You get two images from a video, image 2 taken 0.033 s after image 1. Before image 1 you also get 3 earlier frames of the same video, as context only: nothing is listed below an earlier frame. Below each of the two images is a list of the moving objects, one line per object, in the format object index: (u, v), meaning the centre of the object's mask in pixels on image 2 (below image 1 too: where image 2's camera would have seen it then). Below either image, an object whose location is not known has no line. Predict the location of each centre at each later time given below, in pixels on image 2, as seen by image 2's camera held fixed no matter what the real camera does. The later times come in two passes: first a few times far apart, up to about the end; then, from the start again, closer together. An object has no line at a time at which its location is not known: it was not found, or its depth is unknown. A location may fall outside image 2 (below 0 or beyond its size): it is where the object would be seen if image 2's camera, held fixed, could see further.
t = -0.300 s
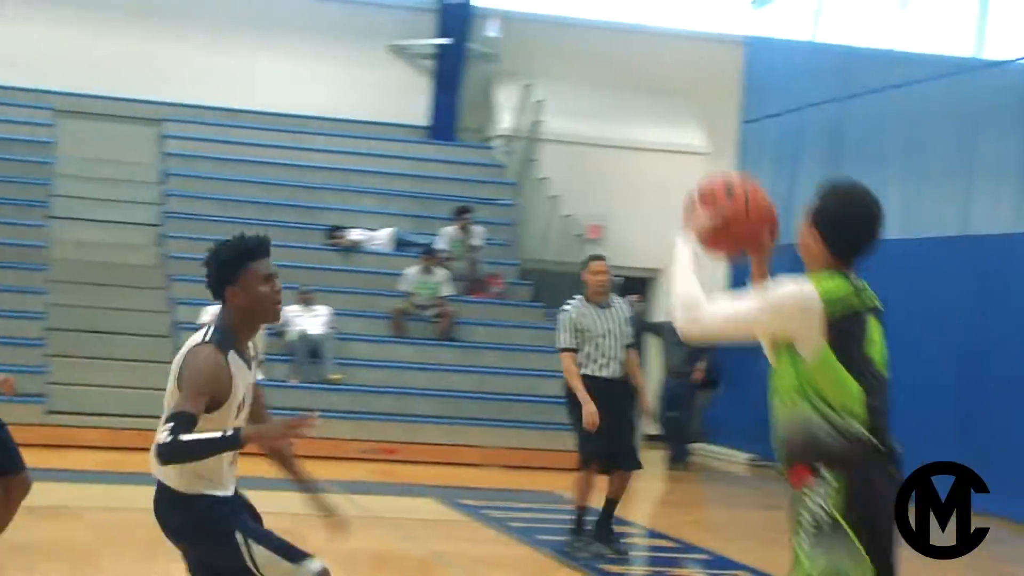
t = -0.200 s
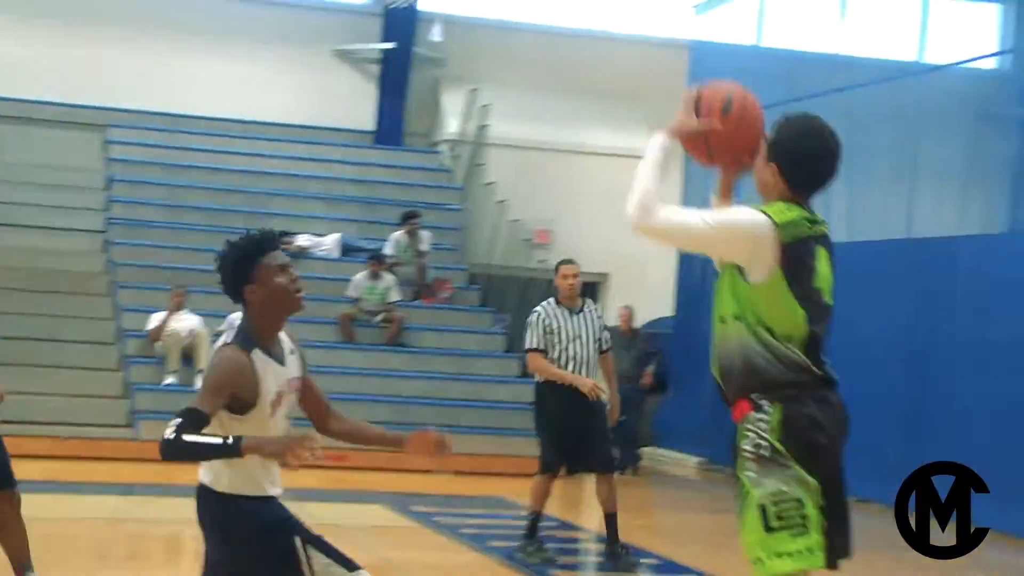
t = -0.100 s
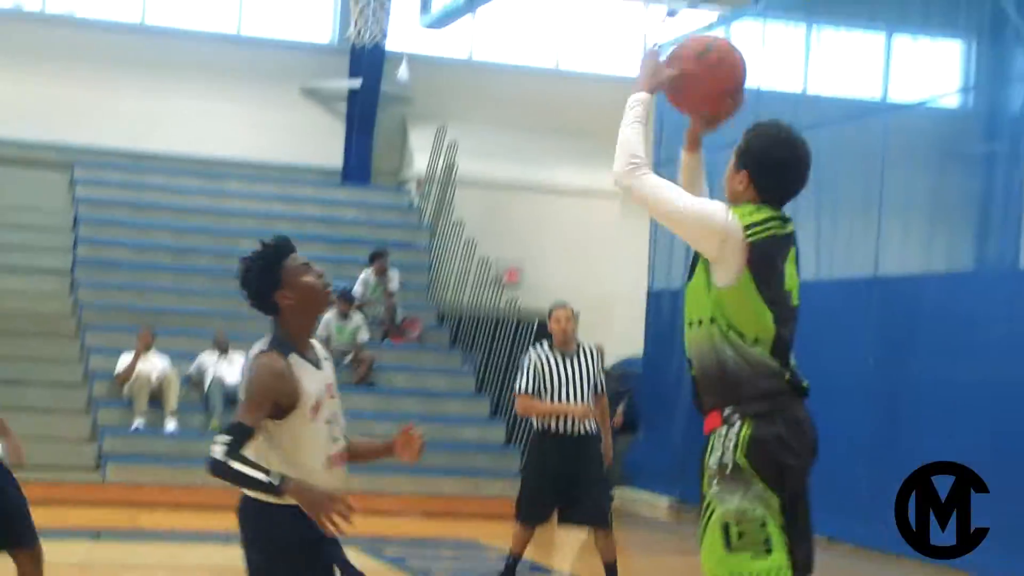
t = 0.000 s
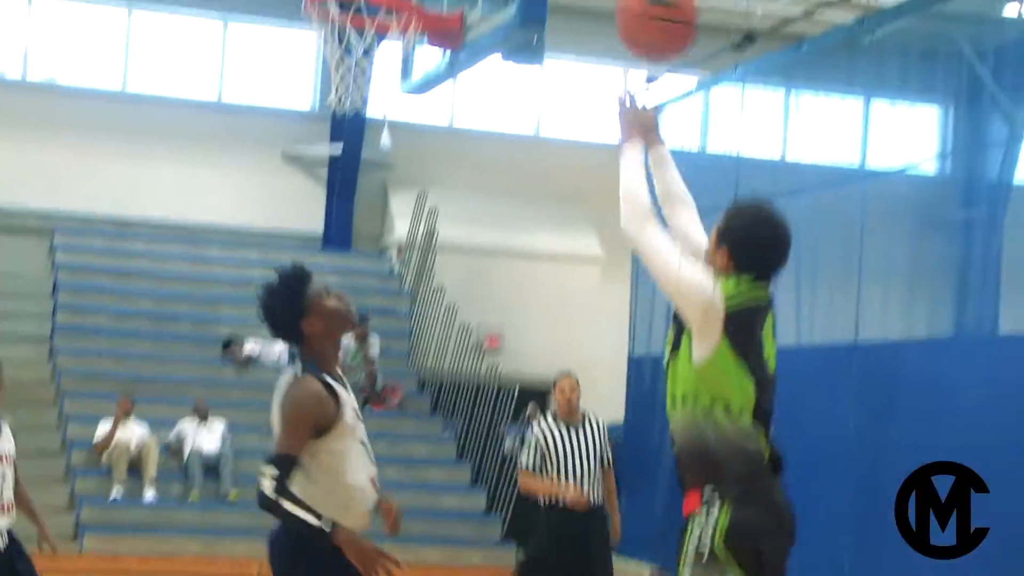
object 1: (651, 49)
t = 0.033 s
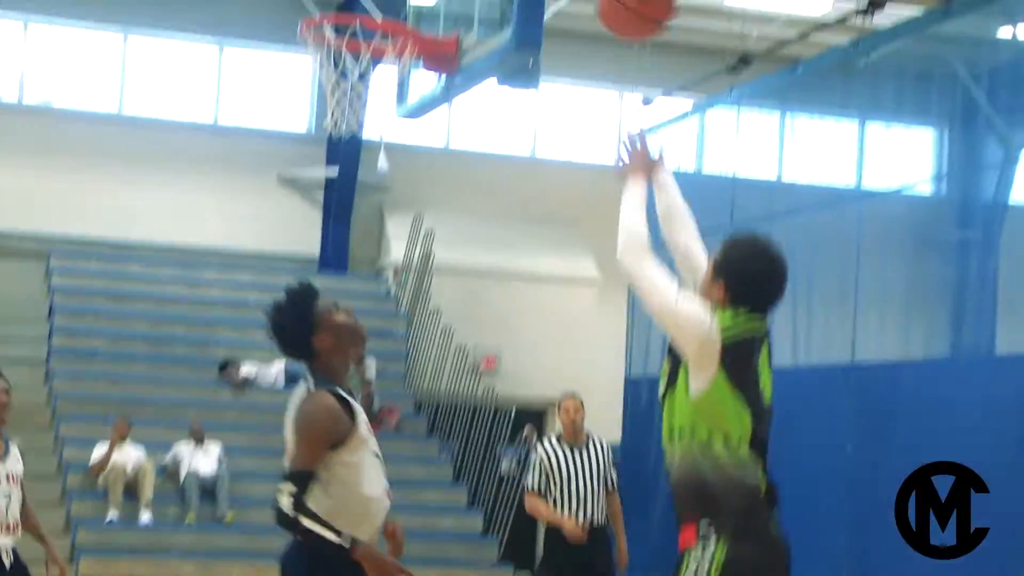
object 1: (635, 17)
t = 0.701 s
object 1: (365, -45)
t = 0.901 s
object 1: (395, 75)
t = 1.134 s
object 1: (366, 158)
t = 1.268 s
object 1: (340, 257)
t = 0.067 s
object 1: (619, -8)
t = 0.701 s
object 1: (365, -45)
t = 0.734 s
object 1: (353, -33)
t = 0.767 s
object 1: (342, -8)
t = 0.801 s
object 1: (330, 22)
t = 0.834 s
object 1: (350, 42)
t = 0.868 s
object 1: (373, 60)
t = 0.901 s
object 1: (395, 75)
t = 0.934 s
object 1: (396, 84)
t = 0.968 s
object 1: (394, 92)
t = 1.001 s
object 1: (389, 100)
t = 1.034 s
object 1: (384, 110)
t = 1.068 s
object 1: (378, 129)
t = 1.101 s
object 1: (372, 139)
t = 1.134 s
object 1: (366, 158)
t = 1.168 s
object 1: (360, 176)
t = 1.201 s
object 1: (354, 200)
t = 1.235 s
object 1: (347, 226)
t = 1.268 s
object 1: (340, 257)
